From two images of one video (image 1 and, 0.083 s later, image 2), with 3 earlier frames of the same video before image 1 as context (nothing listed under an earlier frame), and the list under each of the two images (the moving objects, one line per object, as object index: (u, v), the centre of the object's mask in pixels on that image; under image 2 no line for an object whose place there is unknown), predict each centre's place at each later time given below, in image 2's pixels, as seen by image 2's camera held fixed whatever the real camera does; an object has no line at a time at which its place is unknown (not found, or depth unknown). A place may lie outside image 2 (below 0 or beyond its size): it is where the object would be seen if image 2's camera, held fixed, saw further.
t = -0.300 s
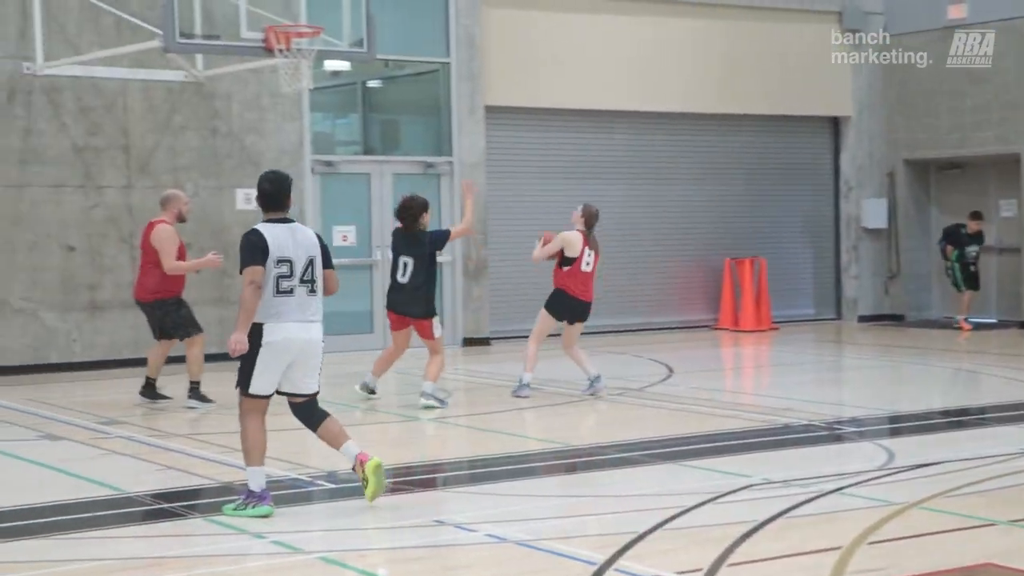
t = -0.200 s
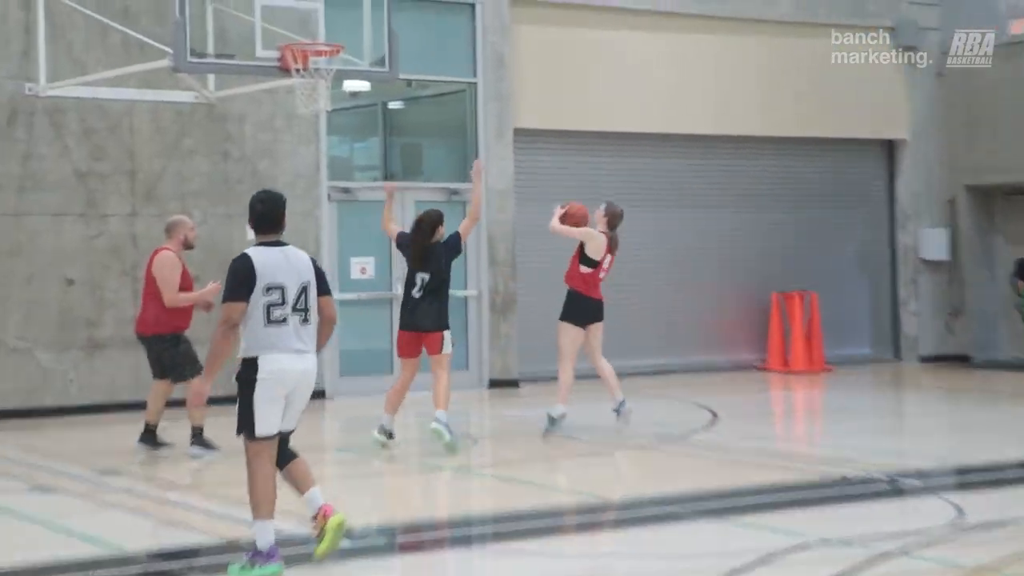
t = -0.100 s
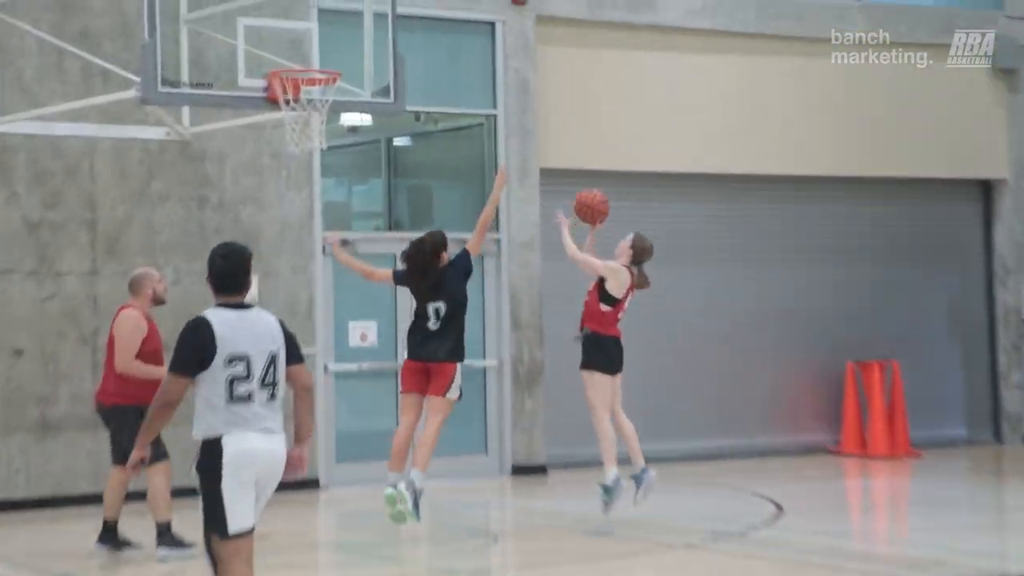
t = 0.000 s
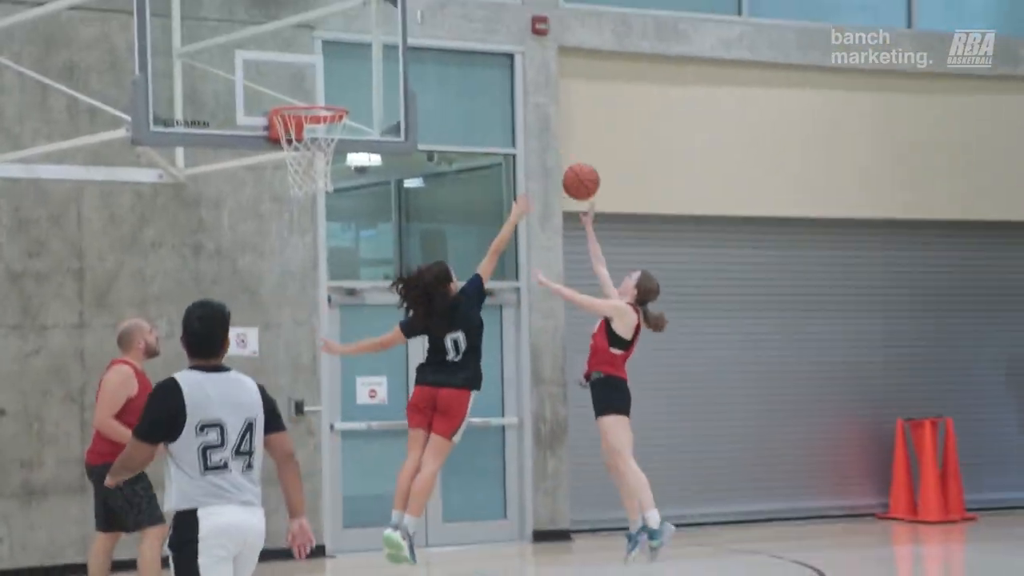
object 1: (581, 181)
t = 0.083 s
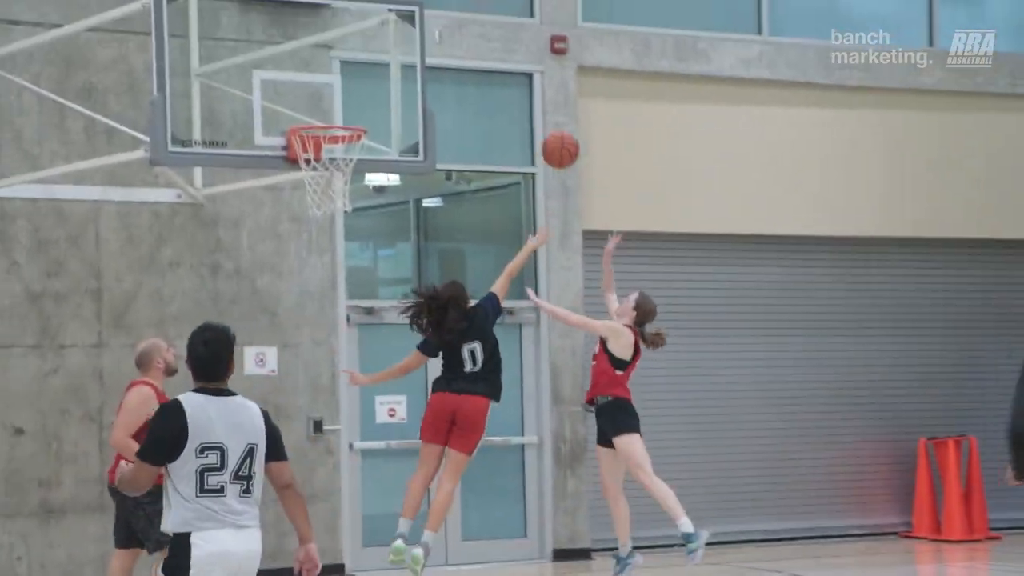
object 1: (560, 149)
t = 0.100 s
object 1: (552, 140)
